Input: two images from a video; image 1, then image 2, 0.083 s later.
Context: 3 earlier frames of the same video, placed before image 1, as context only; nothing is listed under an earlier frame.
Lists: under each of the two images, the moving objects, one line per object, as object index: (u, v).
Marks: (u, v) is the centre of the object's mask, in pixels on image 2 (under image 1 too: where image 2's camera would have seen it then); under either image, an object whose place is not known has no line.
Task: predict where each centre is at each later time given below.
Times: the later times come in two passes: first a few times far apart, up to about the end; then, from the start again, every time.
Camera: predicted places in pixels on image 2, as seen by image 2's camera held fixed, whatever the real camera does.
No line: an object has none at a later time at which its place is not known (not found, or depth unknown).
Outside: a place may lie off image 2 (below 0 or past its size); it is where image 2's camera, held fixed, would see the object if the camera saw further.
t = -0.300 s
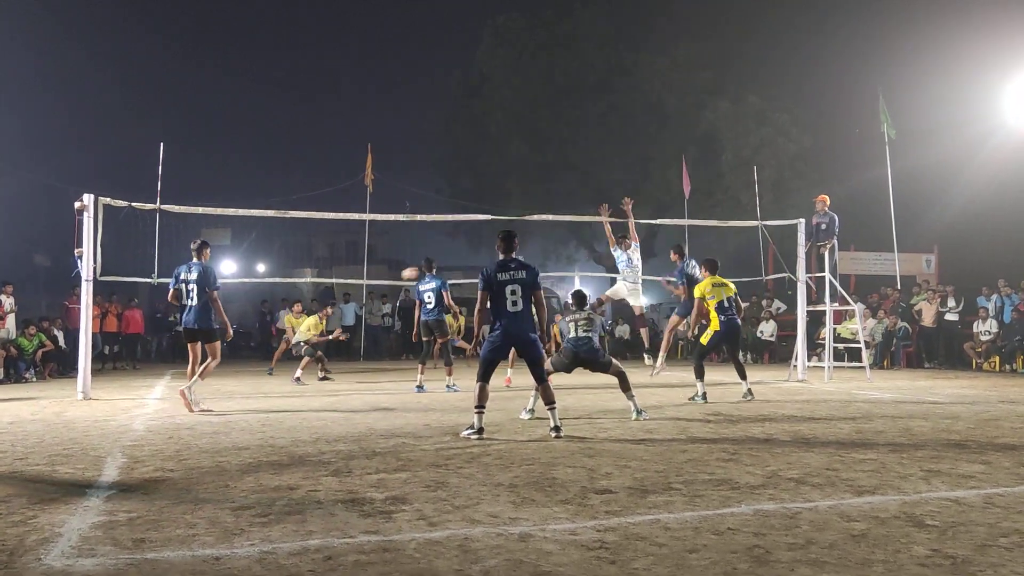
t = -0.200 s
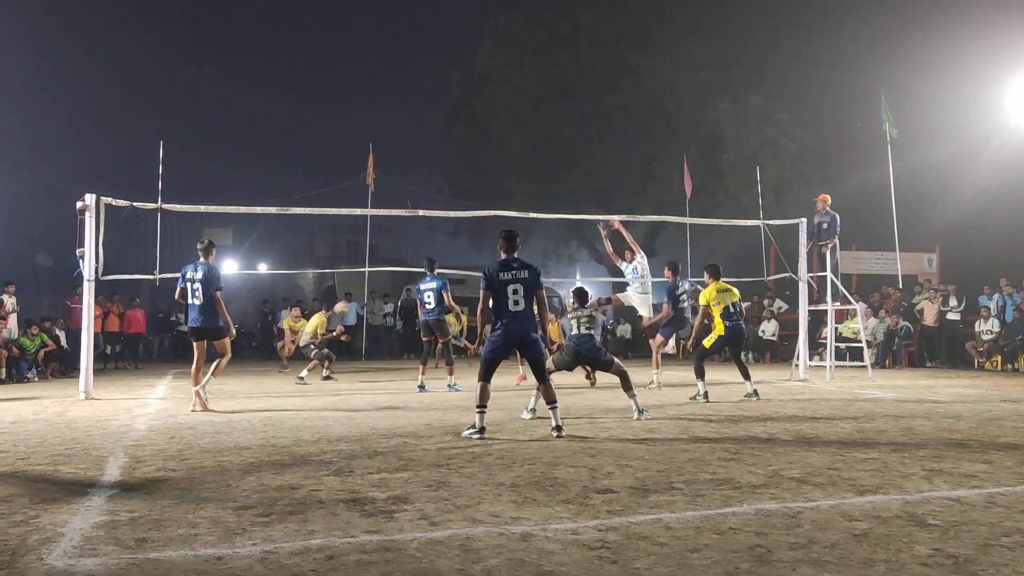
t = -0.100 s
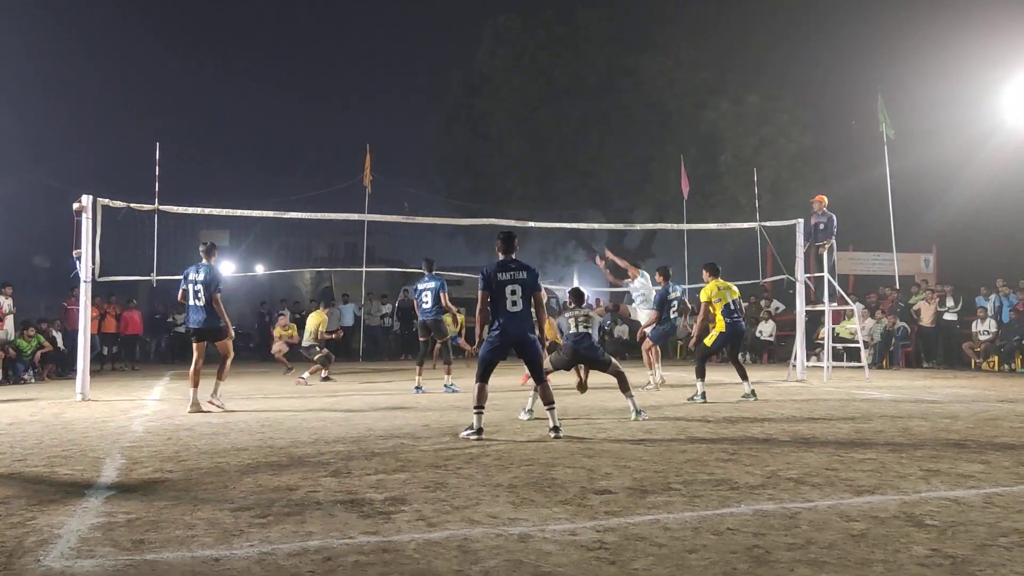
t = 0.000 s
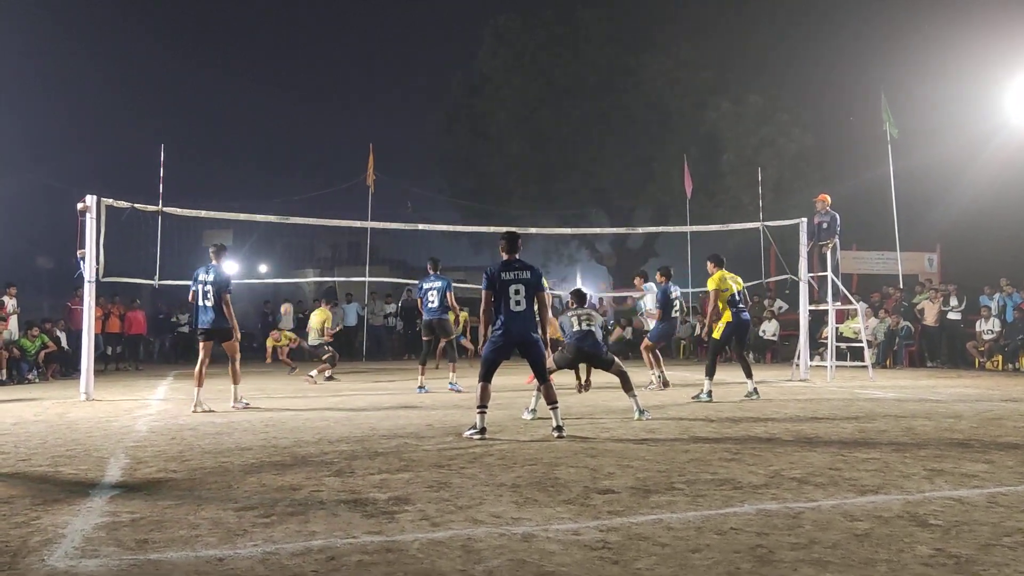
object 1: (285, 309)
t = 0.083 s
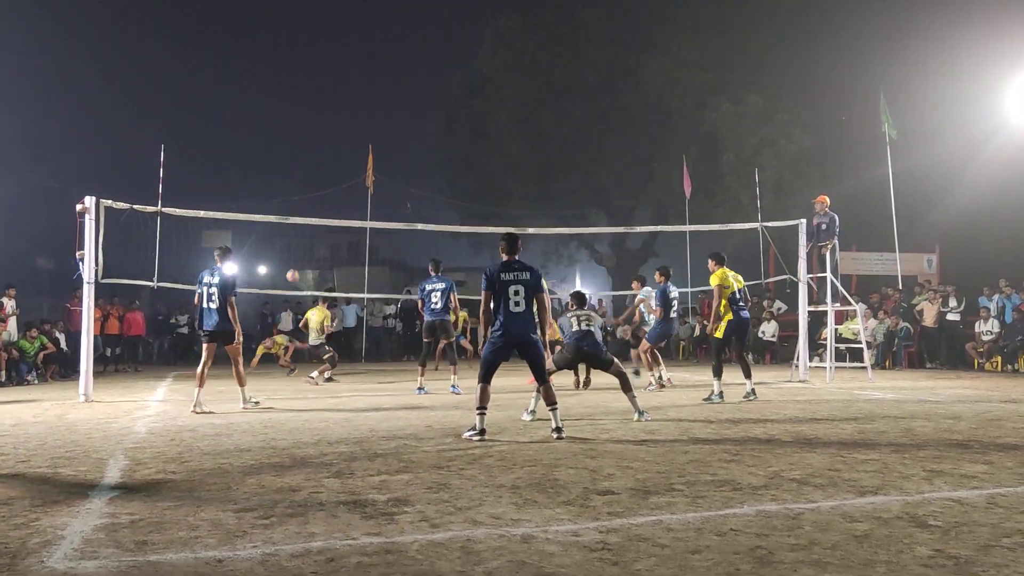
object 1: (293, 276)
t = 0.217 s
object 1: (304, 226)
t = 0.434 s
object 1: (321, 155)
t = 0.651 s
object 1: (338, 104)
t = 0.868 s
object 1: (358, 77)
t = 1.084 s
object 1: (380, 80)
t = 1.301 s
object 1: (406, 120)
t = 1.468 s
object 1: (432, 184)
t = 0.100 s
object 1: (294, 269)
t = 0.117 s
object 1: (295, 262)
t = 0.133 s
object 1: (297, 256)
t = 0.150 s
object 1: (298, 249)
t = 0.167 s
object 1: (300, 243)
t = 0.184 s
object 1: (301, 237)
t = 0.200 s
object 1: (302, 231)
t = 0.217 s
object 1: (304, 226)
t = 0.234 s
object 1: (305, 221)
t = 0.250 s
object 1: (307, 211)
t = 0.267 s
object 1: (308, 207)
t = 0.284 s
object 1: (309, 201)
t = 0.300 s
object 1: (310, 196)
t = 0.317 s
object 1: (311, 191)
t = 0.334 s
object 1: (313, 185)
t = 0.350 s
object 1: (314, 180)
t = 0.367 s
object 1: (316, 175)
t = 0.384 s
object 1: (317, 170)
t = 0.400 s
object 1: (318, 164)
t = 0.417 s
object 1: (319, 160)
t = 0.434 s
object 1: (321, 155)
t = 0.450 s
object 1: (322, 150)
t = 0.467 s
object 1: (324, 146)
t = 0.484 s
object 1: (325, 141)
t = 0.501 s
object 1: (326, 137)
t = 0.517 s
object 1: (327, 133)
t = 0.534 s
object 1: (329, 128)
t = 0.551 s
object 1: (330, 125)
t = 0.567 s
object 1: (332, 121)
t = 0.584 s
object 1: (333, 118)
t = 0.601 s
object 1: (335, 114)
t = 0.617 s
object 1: (336, 110)
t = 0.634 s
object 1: (337, 107)
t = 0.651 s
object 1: (338, 104)
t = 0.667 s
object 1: (340, 102)
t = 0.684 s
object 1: (341, 99)
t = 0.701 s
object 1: (343, 96)
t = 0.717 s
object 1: (344, 93)
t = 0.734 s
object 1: (346, 90)
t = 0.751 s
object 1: (347, 88)
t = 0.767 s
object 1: (348, 86)
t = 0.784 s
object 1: (350, 84)
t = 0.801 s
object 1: (352, 83)
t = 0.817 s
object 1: (353, 81)
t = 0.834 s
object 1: (355, 79)
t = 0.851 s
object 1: (356, 78)
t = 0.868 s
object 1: (358, 77)
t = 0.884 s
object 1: (359, 76)
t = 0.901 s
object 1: (361, 76)
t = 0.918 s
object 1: (362, 75)
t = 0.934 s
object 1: (364, 74)
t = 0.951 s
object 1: (366, 74)
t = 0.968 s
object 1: (368, 74)
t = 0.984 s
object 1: (369, 74)
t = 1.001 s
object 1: (371, 75)
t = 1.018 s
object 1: (373, 75)
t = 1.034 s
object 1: (375, 77)
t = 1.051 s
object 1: (376, 77)
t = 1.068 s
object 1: (378, 78)
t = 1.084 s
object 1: (380, 80)
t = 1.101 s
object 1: (381, 82)
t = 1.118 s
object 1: (384, 84)
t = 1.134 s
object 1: (386, 86)
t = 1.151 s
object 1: (388, 88)
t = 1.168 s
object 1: (390, 90)
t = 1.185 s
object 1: (391, 93)
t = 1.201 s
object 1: (393, 96)
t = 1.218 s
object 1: (395, 100)
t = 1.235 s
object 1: (397, 104)
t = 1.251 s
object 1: (400, 108)
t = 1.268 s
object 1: (402, 111)
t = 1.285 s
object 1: (404, 116)
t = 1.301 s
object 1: (406, 120)
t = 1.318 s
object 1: (408, 126)
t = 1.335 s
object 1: (411, 131)
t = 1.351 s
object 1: (413, 137)
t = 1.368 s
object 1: (416, 142)
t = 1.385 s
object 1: (419, 148)
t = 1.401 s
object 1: (421, 155)
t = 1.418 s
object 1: (424, 162)
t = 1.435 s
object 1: (426, 169)
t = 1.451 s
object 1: (429, 177)
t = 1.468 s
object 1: (432, 184)
